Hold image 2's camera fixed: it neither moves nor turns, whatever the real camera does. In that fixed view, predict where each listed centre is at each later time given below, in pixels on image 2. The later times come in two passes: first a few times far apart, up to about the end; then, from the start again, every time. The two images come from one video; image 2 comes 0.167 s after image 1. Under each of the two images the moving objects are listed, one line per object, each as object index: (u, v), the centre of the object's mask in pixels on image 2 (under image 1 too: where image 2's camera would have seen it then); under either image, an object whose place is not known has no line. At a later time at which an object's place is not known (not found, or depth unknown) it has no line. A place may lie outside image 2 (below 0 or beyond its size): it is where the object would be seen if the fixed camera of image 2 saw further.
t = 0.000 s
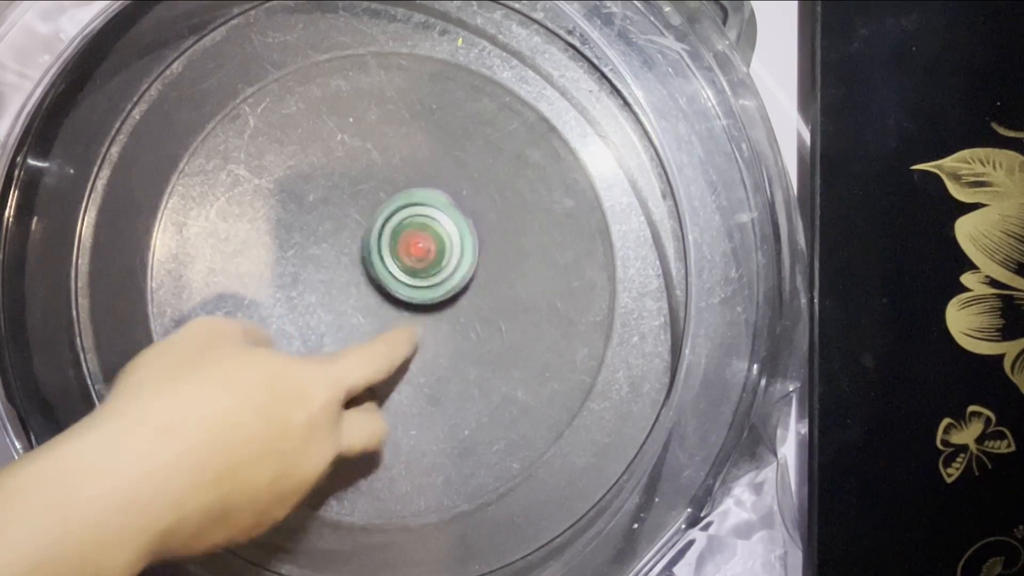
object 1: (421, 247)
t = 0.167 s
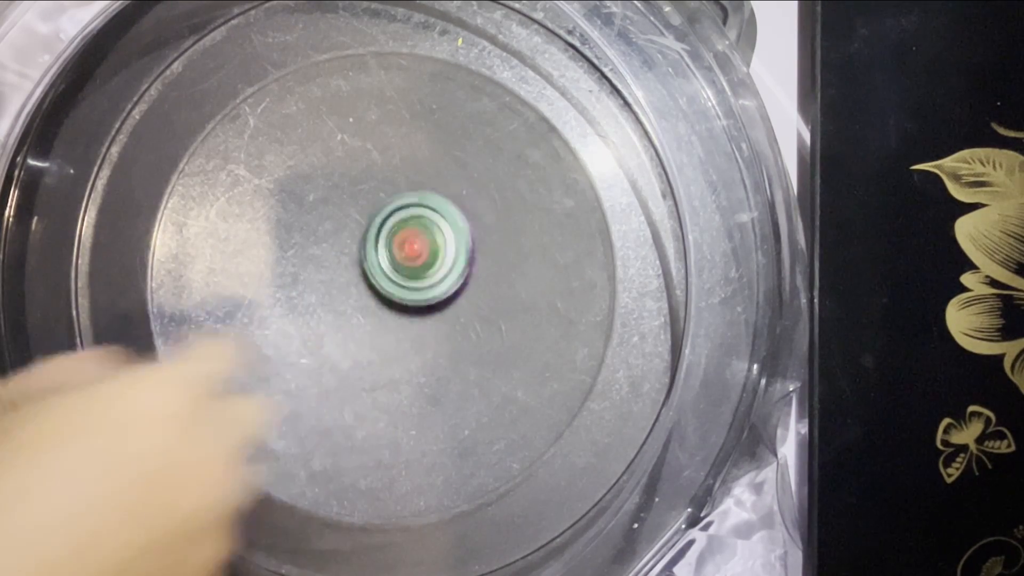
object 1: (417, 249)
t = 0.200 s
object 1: (415, 253)
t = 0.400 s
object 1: (397, 260)
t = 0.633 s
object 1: (370, 263)
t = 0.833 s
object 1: (355, 262)
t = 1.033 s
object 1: (356, 261)
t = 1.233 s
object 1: (365, 272)
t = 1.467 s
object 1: (378, 291)
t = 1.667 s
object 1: (381, 301)
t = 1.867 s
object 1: (377, 304)
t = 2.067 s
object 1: (373, 294)
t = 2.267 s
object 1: (381, 283)
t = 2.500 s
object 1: (389, 277)
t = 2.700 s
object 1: (398, 282)
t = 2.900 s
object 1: (395, 289)
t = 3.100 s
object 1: (386, 291)
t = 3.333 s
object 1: (375, 281)
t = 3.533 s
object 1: (380, 272)
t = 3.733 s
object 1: (386, 273)
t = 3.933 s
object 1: (392, 279)
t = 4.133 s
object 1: (389, 287)
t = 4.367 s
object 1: (377, 288)
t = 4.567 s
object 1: (374, 280)
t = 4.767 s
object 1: (379, 276)
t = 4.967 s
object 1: (385, 278)
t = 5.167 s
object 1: (390, 286)
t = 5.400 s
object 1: (385, 294)
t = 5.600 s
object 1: (377, 289)
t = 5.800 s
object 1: (378, 279)
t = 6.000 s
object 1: (386, 276)
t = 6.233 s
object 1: (391, 282)
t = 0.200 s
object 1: (415, 253)
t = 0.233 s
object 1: (413, 253)
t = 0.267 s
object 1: (412, 255)
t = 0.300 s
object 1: (407, 255)
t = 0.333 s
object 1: (405, 257)
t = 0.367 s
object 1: (399, 260)
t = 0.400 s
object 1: (397, 260)
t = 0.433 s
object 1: (393, 264)
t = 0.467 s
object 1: (389, 262)
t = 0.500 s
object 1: (386, 263)
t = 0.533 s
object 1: (379, 264)
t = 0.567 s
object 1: (378, 263)
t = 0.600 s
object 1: (373, 265)
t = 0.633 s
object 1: (370, 263)
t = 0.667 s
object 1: (367, 265)
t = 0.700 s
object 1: (363, 263)
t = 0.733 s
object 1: (361, 263)
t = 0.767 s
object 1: (357, 263)
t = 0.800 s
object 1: (357, 262)
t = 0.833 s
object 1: (355, 262)
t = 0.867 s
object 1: (354, 261)
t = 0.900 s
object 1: (353, 261)
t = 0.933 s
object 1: (353, 261)
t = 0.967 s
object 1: (355, 261)
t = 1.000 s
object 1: (355, 261)
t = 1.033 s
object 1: (356, 261)
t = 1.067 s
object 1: (357, 264)
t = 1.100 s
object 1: (358, 264)
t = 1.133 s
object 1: (361, 267)
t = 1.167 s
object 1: (362, 267)
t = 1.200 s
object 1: (365, 269)
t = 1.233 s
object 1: (365, 272)
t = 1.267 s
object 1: (367, 275)
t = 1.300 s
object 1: (370, 277)
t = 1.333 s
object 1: (371, 279)
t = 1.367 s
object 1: (374, 281)
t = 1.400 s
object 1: (374, 285)
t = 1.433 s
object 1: (377, 286)
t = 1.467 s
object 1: (378, 291)
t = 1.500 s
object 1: (378, 292)
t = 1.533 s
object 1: (380, 294)
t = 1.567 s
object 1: (378, 296)
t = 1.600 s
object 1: (380, 298)
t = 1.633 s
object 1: (380, 301)
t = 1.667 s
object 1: (381, 301)
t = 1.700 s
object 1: (381, 303)
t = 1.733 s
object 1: (379, 304)
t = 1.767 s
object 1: (380, 304)
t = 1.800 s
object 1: (378, 306)
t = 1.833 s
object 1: (377, 304)
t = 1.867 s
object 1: (377, 304)
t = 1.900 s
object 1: (375, 304)
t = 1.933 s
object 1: (375, 302)
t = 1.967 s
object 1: (374, 301)
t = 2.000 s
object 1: (374, 298)
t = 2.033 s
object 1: (374, 297)
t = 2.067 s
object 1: (373, 294)
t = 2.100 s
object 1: (375, 293)
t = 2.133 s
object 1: (376, 291)
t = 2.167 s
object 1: (376, 287)
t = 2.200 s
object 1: (377, 287)
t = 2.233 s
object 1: (378, 285)
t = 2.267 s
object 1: (381, 283)
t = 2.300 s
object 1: (381, 282)
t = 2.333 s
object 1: (383, 280)
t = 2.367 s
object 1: (384, 280)
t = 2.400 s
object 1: (385, 279)
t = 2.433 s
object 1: (388, 277)
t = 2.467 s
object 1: (388, 278)
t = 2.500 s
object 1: (389, 277)
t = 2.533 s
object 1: (391, 278)
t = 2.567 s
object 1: (392, 277)
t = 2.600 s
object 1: (394, 277)
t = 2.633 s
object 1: (395, 280)
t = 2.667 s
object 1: (397, 280)
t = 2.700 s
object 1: (398, 282)
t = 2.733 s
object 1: (398, 282)
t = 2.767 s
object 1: (399, 284)
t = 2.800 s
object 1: (397, 287)
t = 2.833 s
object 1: (397, 287)
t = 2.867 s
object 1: (399, 290)
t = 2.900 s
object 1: (395, 289)
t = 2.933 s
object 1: (395, 290)
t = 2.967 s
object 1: (393, 294)
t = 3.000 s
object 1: (392, 291)
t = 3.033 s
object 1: (391, 293)
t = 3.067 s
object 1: (386, 293)
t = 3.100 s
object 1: (386, 291)
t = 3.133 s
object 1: (384, 292)
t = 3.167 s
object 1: (381, 289)
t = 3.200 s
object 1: (381, 289)
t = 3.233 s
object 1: (378, 288)
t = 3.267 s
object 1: (378, 285)
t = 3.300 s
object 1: (378, 285)
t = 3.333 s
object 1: (375, 281)
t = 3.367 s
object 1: (377, 280)
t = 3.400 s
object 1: (376, 280)
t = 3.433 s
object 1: (376, 275)
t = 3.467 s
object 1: (377, 276)
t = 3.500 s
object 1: (377, 275)
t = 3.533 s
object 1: (380, 272)
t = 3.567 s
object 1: (380, 273)
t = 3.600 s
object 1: (380, 271)
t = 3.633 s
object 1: (383, 272)
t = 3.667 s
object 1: (383, 271)
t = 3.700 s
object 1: (386, 270)
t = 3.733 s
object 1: (386, 273)
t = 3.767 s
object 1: (387, 273)
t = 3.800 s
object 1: (391, 273)
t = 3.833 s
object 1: (389, 275)
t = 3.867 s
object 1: (392, 275)
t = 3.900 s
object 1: (392, 280)
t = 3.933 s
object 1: (392, 279)
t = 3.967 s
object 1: (394, 280)
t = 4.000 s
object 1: (392, 283)
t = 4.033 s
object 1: (392, 284)
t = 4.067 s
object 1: (393, 287)
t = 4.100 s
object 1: (390, 287)
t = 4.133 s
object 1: (389, 287)
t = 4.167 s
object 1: (388, 291)
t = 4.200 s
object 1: (386, 290)
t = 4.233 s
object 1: (386, 290)
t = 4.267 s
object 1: (383, 291)
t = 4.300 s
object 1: (381, 289)
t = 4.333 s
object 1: (380, 290)
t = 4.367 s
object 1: (377, 288)
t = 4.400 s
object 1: (378, 287)
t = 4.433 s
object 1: (376, 288)
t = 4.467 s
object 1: (375, 284)
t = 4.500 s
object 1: (375, 284)
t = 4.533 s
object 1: (373, 283)
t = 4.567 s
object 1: (374, 280)
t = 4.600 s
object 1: (374, 280)
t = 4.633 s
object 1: (373, 278)
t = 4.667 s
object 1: (376, 277)
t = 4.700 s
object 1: (375, 277)
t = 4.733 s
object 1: (376, 275)
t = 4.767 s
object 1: (379, 276)
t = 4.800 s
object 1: (378, 275)
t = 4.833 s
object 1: (381, 274)
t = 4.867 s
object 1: (382, 276)
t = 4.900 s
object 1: (382, 276)
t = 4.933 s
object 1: (386, 276)
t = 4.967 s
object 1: (385, 278)
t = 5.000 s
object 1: (387, 278)
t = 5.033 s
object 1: (389, 281)
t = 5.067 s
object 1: (389, 281)
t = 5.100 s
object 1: (391, 282)
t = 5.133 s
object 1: (391, 286)
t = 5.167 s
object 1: (390, 286)
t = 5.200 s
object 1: (392, 287)
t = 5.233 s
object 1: (389, 289)
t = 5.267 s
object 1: (389, 291)
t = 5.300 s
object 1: (390, 293)
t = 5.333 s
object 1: (387, 292)
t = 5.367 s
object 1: (387, 292)
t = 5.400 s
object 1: (385, 294)
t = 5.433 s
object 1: (383, 292)
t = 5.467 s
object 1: (384, 292)
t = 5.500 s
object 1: (381, 293)
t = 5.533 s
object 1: (380, 290)
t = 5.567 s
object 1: (380, 290)
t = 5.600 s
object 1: (377, 289)
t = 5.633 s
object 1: (378, 286)
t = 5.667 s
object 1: (378, 287)
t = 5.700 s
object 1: (376, 284)
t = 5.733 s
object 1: (378, 283)
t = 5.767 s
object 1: (378, 283)
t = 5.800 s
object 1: (378, 279)
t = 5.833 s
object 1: (380, 281)
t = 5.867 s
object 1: (380, 280)
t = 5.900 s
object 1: (382, 277)
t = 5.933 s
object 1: (382, 279)
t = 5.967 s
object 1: (382, 279)
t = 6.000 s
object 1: (386, 276)
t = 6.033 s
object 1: (386, 278)
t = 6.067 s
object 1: (386, 278)
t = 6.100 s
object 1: (390, 279)
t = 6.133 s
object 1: (389, 280)
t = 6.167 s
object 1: (391, 280)
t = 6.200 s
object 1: (392, 283)
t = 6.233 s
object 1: (391, 282)
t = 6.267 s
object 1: (393, 283)
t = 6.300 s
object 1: (394, 287)
